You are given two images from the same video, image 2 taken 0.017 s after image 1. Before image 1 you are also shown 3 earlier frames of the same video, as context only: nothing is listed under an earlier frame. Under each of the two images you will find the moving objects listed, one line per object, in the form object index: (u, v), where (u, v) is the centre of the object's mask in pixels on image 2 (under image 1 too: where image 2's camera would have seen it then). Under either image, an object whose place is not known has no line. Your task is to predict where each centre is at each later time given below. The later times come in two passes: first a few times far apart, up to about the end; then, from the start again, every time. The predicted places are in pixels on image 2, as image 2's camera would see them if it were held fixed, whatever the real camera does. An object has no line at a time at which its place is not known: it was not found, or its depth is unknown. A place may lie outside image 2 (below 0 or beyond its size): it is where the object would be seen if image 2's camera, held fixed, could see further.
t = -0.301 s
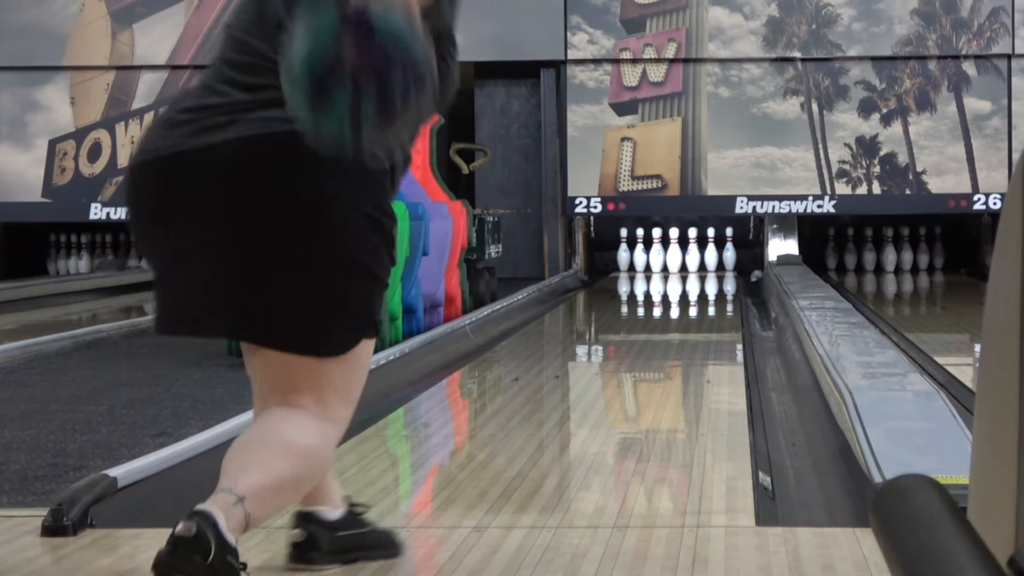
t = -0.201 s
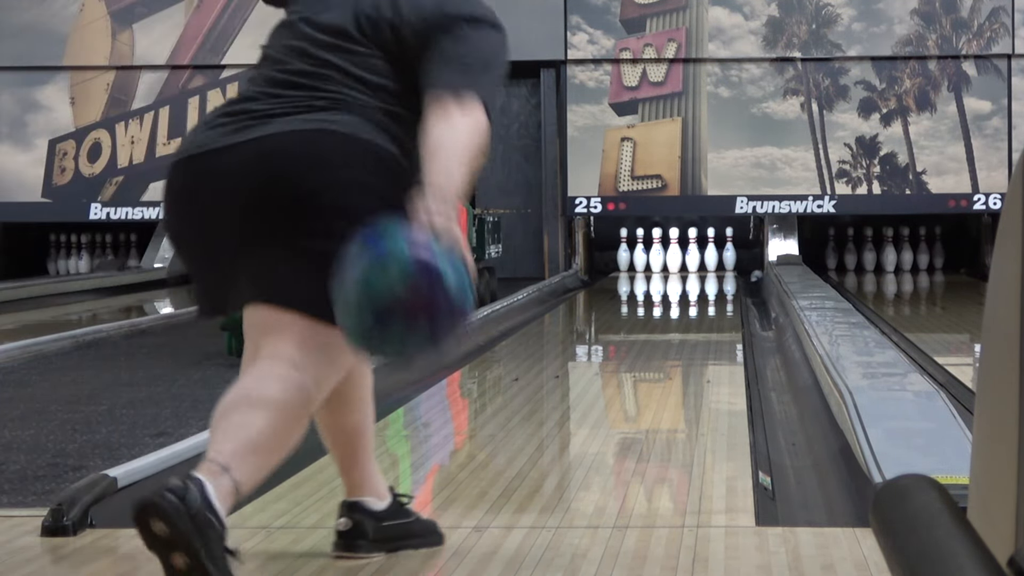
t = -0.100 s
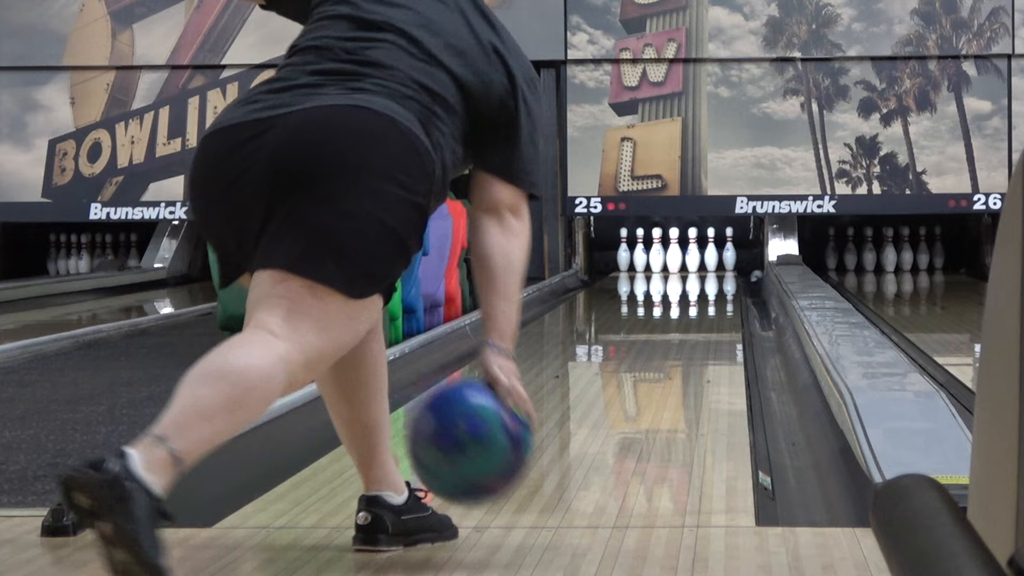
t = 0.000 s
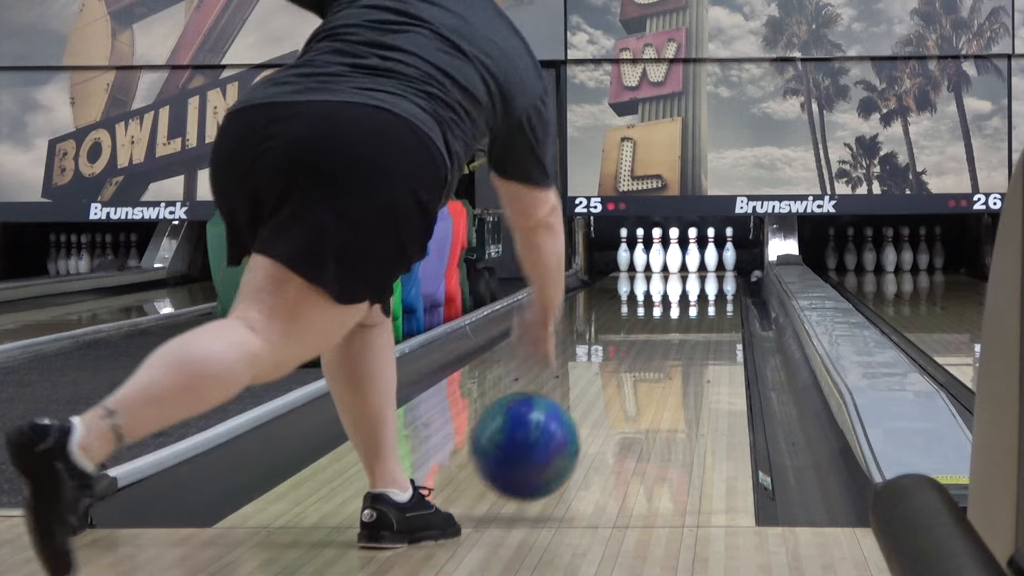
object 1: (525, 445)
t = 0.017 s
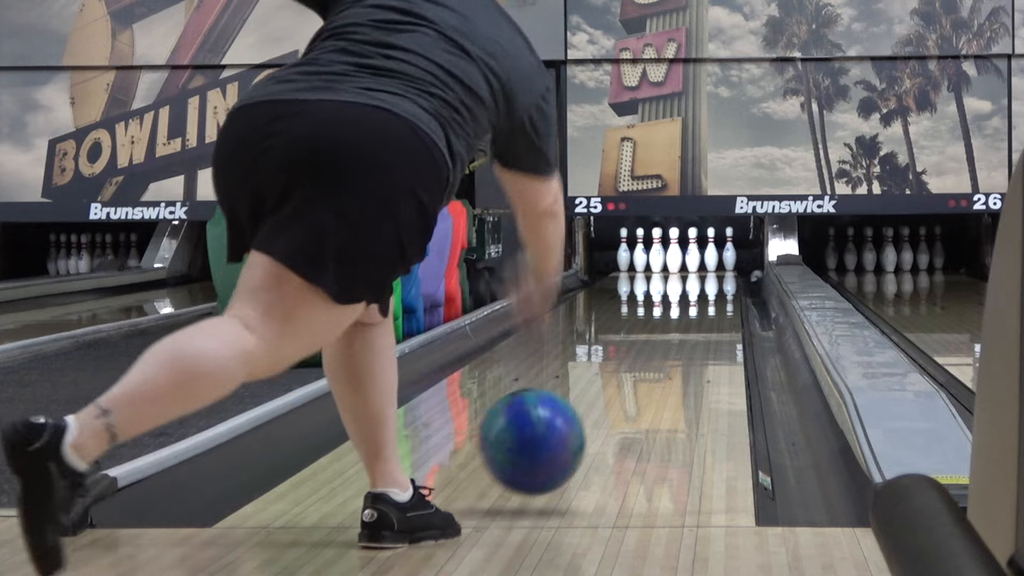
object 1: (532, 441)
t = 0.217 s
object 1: (595, 410)
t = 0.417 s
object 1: (635, 375)
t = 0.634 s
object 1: (665, 348)
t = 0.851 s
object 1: (686, 328)
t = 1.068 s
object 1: (702, 313)
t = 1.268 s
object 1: (712, 302)
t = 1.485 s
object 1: (720, 292)
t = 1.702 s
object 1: (724, 285)
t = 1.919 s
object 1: (726, 278)
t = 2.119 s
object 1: (723, 273)
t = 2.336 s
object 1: (716, 269)
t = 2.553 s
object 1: (703, 266)
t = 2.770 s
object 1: (689, 263)
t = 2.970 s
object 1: (682, 260)
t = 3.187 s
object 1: (681, 259)
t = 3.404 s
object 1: (677, 260)
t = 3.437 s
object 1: (678, 262)
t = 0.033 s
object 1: (538, 438)
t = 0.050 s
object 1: (545, 436)
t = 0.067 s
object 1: (550, 436)
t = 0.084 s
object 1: (556, 438)
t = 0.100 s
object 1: (562, 437)
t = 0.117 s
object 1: (567, 432)
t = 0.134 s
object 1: (572, 428)
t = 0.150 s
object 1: (576, 425)
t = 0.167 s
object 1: (581, 421)
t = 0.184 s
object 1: (586, 417)
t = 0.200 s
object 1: (590, 413)
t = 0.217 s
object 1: (595, 410)
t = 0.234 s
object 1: (599, 406)
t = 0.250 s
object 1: (603, 403)
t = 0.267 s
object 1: (606, 400)
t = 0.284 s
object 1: (610, 397)
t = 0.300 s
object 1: (613, 394)
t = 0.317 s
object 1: (617, 391)
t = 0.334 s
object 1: (620, 388)
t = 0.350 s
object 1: (624, 385)
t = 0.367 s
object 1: (627, 382)
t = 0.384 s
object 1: (630, 379)
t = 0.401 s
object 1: (633, 377)
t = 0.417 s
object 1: (635, 375)
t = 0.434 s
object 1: (638, 372)
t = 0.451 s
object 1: (640, 370)
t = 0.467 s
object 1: (643, 367)
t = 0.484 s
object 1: (645, 365)
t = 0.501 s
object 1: (648, 363)
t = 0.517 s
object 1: (650, 361)
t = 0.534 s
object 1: (653, 359)
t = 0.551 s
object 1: (655, 357)
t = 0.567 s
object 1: (657, 355)
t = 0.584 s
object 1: (659, 353)
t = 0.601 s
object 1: (661, 351)
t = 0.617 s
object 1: (663, 349)
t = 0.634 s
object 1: (665, 348)
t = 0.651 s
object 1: (667, 346)
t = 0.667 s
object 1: (669, 344)
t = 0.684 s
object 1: (671, 343)
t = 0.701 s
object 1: (673, 341)
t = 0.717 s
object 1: (674, 339)
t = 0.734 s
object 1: (676, 338)
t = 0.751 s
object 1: (677, 337)
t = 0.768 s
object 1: (679, 335)
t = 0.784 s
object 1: (681, 334)
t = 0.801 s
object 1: (682, 332)
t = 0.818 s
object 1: (684, 331)
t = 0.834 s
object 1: (685, 329)
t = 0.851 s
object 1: (686, 328)
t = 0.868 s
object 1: (687, 327)
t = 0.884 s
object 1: (689, 325)
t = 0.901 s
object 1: (690, 324)
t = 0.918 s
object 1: (691, 323)
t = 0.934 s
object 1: (693, 322)
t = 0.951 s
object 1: (694, 321)
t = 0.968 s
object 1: (695, 319)
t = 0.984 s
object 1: (696, 319)
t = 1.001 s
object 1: (697, 317)
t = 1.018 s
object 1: (699, 316)
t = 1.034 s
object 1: (700, 315)
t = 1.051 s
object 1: (701, 314)
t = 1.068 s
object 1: (702, 313)
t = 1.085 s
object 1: (702, 312)
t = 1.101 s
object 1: (703, 311)
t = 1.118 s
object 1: (704, 310)
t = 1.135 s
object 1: (705, 309)
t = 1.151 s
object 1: (706, 308)
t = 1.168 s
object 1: (707, 307)
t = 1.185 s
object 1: (708, 306)
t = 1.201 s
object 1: (709, 305)
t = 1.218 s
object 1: (710, 305)
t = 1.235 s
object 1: (710, 303)
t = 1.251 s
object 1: (711, 302)
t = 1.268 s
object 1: (712, 302)
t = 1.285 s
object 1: (713, 301)
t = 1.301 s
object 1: (713, 300)
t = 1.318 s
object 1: (714, 300)
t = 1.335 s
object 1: (715, 299)
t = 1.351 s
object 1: (715, 298)
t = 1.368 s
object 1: (716, 297)
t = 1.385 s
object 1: (716, 297)
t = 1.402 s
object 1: (717, 296)
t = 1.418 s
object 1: (717, 295)
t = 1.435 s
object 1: (718, 294)
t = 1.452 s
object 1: (718, 294)
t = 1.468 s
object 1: (719, 293)
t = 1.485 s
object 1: (720, 292)
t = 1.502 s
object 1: (721, 291)
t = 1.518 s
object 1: (721, 291)
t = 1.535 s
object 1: (721, 290)
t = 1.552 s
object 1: (721, 289)
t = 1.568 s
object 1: (722, 289)
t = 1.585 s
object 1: (722, 288)
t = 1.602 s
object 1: (722, 288)
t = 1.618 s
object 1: (722, 287)
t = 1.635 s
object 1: (723, 287)
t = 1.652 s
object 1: (723, 286)
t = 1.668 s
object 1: (723, 286)
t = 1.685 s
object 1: (724, 285)
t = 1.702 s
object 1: (724, 285)
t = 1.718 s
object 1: (724, 284)
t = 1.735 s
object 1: (725, 283)
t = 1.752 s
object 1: (725, 283)
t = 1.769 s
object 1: (725, 282)
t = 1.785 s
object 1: (725, 282)
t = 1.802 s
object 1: (726, 281)
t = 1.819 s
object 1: (725, 281)
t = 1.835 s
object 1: (725, 281)
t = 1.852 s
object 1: (726, 280)
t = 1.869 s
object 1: (726, 280)
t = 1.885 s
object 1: (726, 279)
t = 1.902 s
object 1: (725, 279)
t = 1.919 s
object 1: (726, 278)
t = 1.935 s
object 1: (726, 278)
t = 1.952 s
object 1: (725, 277)
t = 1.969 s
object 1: (725, 277)
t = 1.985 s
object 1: (725, 277)
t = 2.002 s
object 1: (725, 276)
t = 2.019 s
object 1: (725, 276)
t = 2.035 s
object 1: (725, 275)
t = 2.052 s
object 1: (725, 275)
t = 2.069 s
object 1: (724, 274)
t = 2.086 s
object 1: (724, 274)
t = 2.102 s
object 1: (724, 274)
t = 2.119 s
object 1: (723, 273)
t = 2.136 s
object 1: (723, 273)
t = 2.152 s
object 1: (723, 273)
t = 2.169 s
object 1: (722, 272)
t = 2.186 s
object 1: (722, 272)
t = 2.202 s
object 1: (721, 271)
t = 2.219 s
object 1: (720, 271)
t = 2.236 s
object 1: (720, 271)
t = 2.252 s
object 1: (719, 270)
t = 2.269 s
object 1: (719, 270)
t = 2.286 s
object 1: (718, 270)
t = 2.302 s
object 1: (717, 270)
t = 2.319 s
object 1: (716, 269)
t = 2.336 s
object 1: (716, 269)
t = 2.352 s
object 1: (715, 269)
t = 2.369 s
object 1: (714, 268)
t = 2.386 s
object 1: (714, 268)
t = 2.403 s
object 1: (712, 268)
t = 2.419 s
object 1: (711, 268)
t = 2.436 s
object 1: (710, 267)
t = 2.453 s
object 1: (709, 267)
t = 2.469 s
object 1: (708, 267)
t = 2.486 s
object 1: (707, 267)
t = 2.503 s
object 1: (706, 267)
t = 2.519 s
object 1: (704, 266)
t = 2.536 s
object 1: (703, 266)
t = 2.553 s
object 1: (703, 266)
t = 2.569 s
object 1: (701, 265)
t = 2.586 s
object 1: (700, 265)
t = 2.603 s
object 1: (699, 265)
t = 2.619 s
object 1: (698, 265)
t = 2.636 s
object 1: (697, 265)
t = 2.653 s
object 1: (697, 265)
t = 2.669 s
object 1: (695, 264)
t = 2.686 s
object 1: (695, 264)
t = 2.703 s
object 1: (693, 264)
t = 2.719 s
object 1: (693, 264)
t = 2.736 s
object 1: (692, 263)
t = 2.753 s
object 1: (691, 263)
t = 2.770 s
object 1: (689, 263)
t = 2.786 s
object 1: (688, 262)
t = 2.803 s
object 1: (687, 262)
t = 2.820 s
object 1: (687, 262)
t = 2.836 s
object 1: (686, 262)
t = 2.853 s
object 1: (685, 262)
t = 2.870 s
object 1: (684, 261)
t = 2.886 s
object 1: (683, 261)
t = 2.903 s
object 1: (682, 261)
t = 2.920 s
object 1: (682, 261)
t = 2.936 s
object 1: (681, 261)
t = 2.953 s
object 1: (682, 260)
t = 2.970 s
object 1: (682, 260)
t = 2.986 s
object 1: (682, 260)
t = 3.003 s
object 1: (681, 260)
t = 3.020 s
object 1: (681, 260)
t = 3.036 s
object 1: (680, 260)
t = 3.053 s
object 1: (680, 260)
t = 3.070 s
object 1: (680, 260)
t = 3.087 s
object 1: (681, 260)
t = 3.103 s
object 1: (681, 259)
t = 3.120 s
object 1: (681, 259)
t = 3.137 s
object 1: (681, 259)
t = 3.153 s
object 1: (681, 259)
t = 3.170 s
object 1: (681, 259)
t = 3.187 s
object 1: (681, 259)
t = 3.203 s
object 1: (681, 259)
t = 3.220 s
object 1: (682, 259)
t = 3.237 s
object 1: (680, 259)
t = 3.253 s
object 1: (679, 259)
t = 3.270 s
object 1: (679, 259)
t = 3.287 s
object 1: (678, 258)
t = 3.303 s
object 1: (678, 258)
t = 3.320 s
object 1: (678, 258)
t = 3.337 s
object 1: (678, 258)
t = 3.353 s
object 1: (678, 258)
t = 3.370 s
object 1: (677, 259)
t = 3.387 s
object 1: (677, 259)
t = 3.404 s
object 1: (677, 260)
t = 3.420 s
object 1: (677, 260)
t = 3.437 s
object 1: (678, 262)
